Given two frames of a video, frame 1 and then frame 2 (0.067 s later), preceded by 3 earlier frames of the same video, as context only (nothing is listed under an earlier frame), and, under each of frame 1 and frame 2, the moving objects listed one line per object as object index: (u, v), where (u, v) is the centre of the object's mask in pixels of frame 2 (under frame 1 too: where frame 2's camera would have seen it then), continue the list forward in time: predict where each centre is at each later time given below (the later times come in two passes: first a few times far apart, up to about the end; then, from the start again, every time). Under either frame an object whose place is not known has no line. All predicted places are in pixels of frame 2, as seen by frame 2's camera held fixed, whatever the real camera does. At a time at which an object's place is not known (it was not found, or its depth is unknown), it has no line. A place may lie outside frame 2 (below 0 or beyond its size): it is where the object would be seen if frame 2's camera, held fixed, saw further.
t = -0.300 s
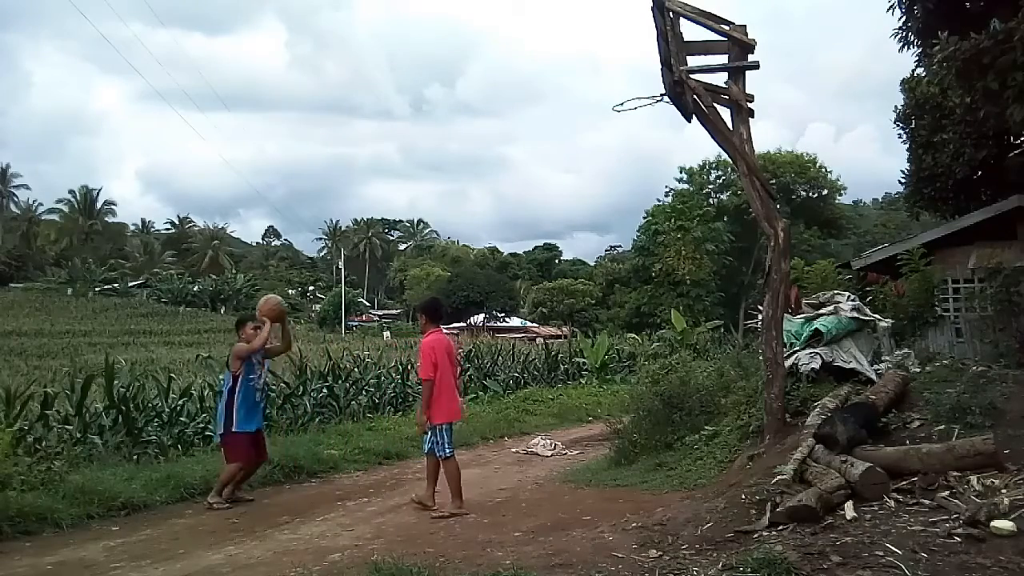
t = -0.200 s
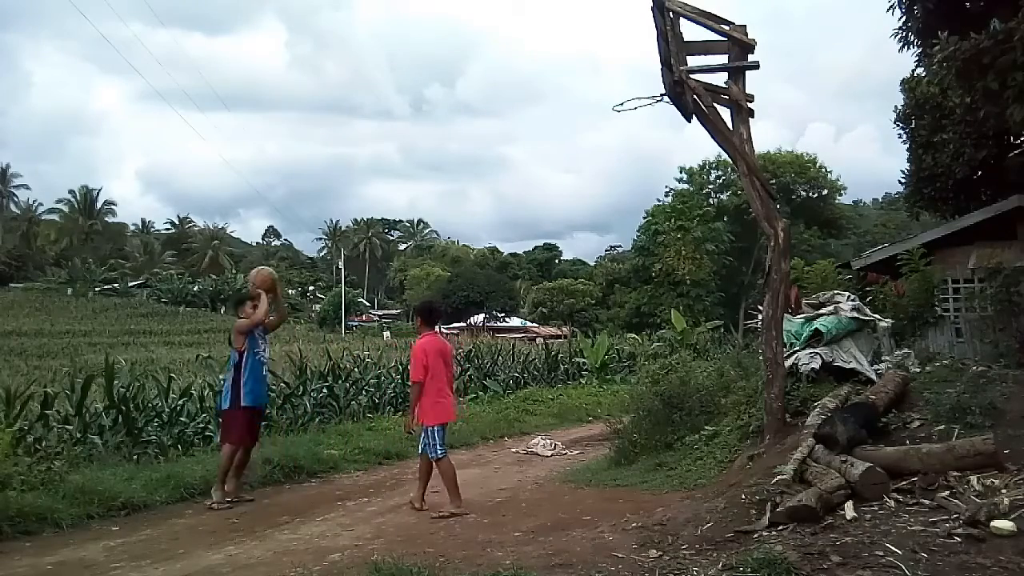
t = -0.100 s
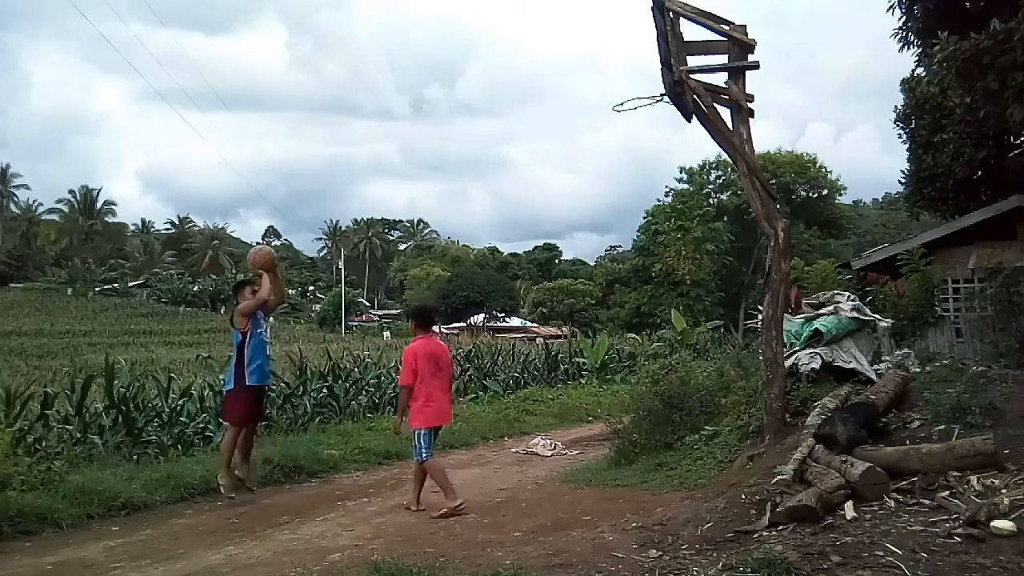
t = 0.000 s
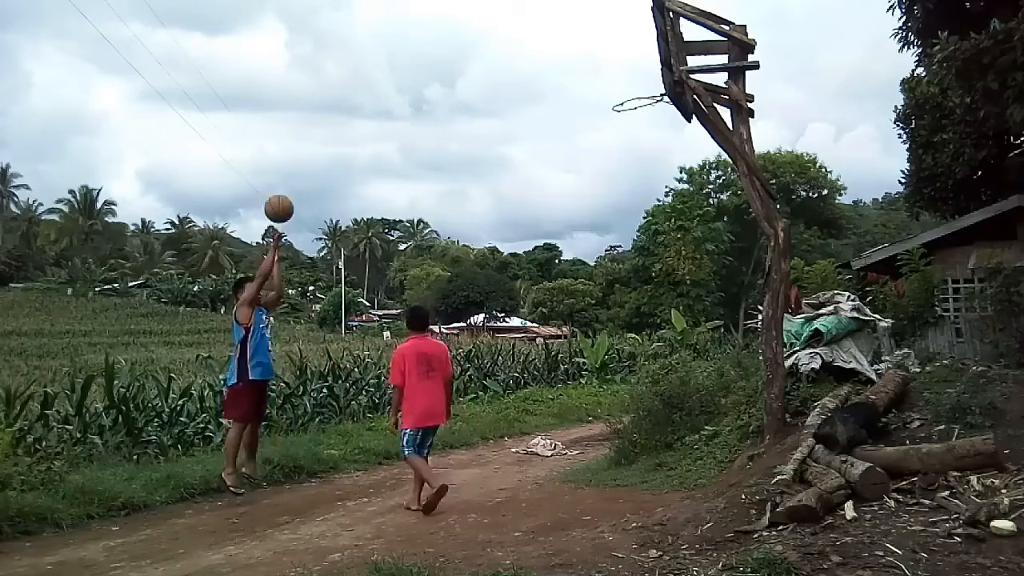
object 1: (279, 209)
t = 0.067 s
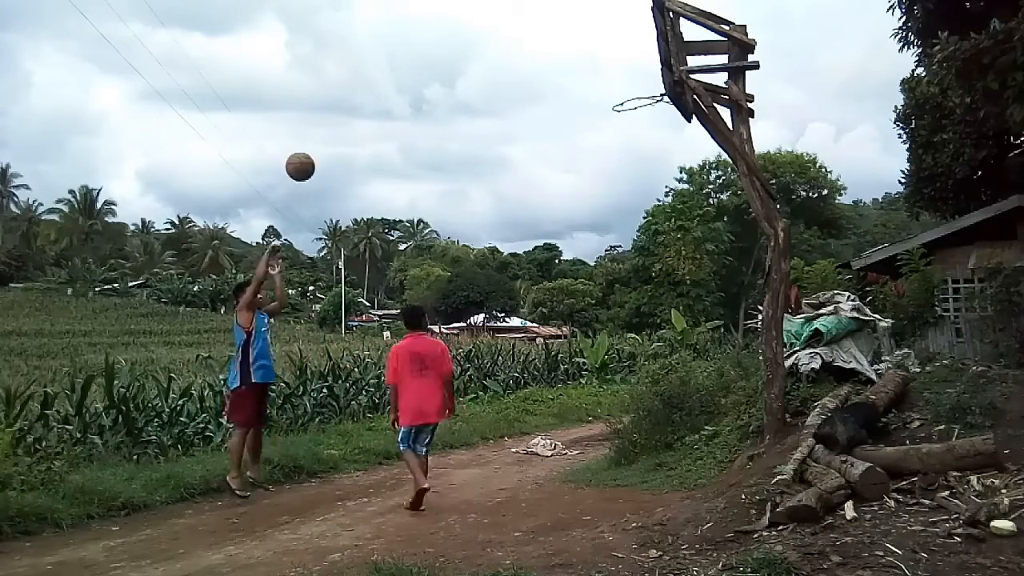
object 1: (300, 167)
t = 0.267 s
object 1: (364, 69)
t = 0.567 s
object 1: (464, 11)
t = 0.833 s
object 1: (561, 47)
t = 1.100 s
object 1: (587, 154)
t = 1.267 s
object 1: (563, 259)
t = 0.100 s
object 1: (311, 147)
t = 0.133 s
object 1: (321, 129)
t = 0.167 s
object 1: (332, 112)
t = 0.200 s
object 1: (343, 97)
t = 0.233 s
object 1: (354, 83)
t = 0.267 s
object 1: (364, 69)
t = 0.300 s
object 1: (375, 58)
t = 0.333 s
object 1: (386, 47)
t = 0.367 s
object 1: (397, 38)
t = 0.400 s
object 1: (408, 30)
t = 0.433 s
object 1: (419, 23)
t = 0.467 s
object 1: (430, 17)
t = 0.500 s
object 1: (442, 14)
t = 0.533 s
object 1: (453, 12)
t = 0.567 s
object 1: (464, 11)
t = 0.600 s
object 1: (476, 11)
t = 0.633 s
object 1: (488, 12)
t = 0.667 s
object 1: (500, 13)
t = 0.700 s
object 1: (512, 16)
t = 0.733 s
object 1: (523, 22)
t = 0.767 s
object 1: (536, 29)
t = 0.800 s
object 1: (548, 37)
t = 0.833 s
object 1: (561, 47)
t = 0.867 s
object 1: (573, 58)
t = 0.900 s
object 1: (586, 71)
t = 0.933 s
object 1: (599, 86)
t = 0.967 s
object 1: (606, 100)
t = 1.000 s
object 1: (601, 111)
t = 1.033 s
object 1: (597, 123)
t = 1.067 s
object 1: (592, 138)
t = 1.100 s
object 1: (587, 154)
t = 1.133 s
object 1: (582, 171)
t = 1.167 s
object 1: (578, 191)
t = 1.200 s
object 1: (573, 212)
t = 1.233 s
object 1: (568, 234)
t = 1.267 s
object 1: (563, 259)
